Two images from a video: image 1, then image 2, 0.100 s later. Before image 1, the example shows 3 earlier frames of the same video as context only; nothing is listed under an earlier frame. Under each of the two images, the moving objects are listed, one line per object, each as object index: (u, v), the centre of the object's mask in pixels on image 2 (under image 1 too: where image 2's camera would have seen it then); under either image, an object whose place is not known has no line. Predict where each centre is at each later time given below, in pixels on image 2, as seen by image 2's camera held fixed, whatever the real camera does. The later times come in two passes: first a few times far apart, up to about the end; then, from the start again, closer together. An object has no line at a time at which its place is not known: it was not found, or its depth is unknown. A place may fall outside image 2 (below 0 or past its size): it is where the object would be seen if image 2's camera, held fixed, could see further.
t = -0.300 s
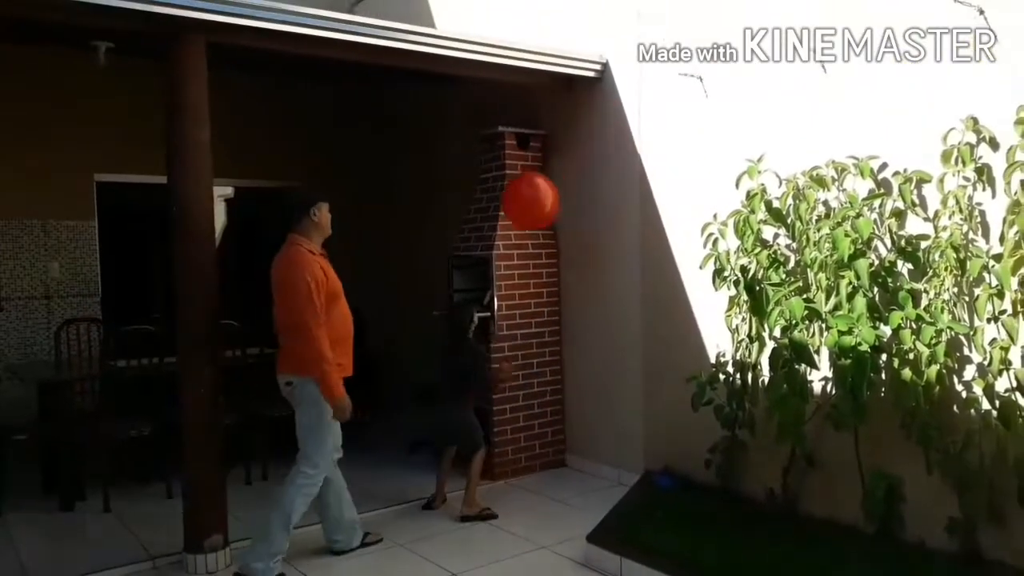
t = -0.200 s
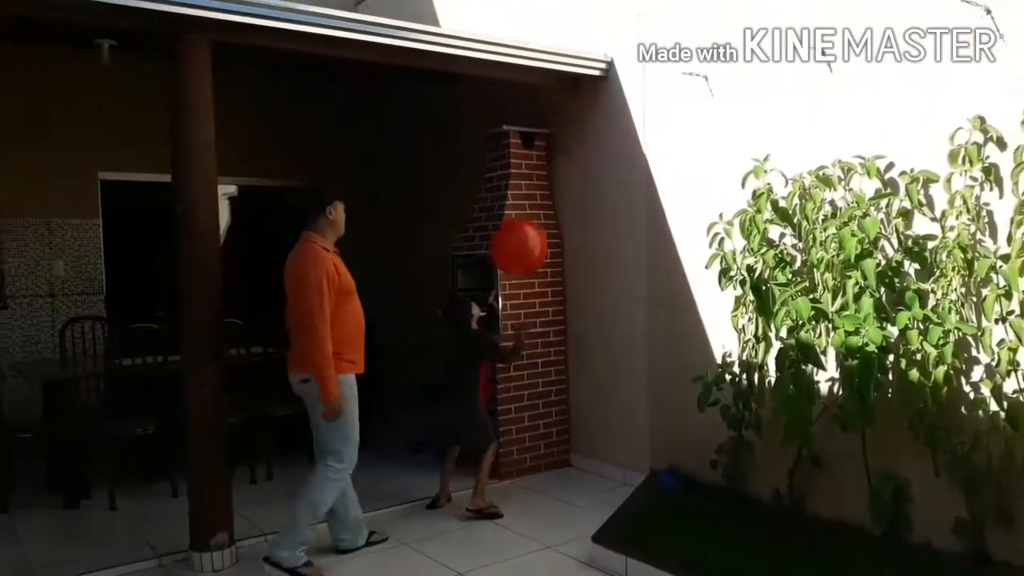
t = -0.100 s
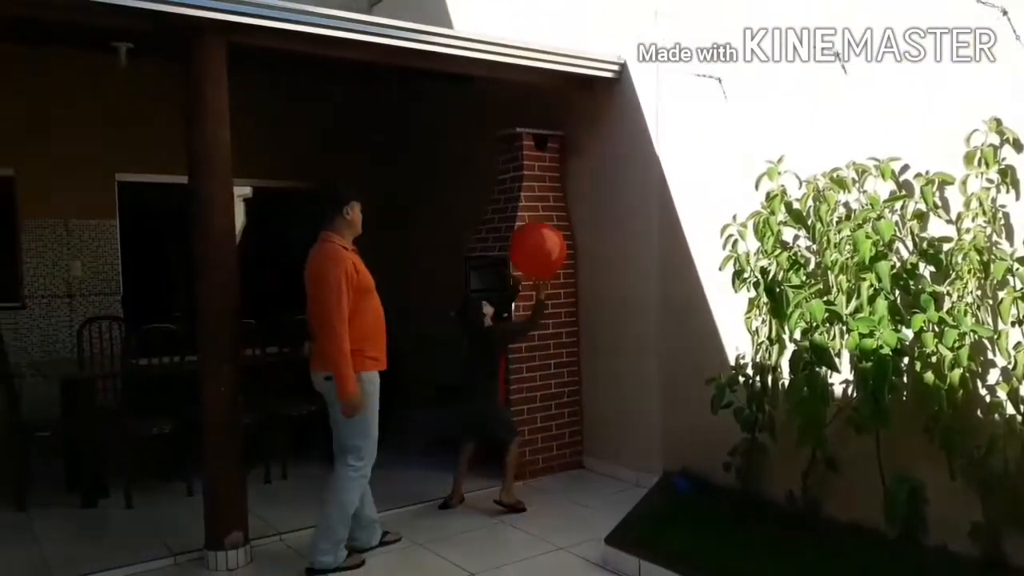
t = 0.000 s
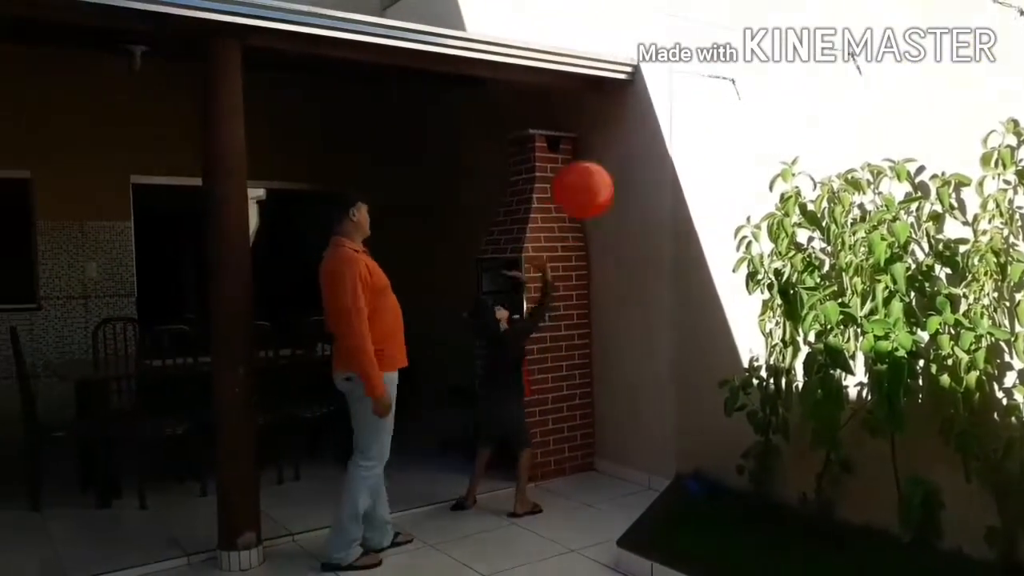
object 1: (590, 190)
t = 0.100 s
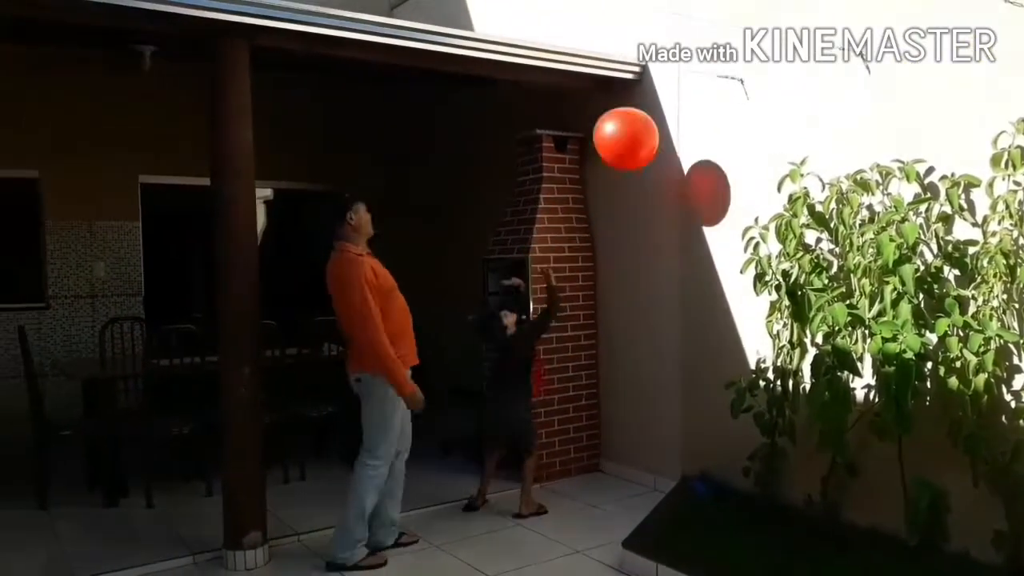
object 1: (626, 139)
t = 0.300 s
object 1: (687, 93)
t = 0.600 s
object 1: (645, 200)
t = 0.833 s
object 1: (623, 329)
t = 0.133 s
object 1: (638, 125)
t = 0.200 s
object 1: (664, 101)
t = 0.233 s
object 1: (677, 92)
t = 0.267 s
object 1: (687, 88)
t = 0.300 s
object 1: (687, 93)
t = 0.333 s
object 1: (684, 102)
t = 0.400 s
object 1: (678, 123)
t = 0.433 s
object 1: (675, 136)
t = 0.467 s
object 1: (670, 146)
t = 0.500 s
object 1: (663, 156)
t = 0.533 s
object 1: (657, 169)
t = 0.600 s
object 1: (645, 200)
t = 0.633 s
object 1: (640, 217)
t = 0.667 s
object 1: (635, 235)
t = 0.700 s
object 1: (630, 253)
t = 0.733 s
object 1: (627, 271)
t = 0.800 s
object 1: (624, 310)
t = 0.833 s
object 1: (623, 329)
